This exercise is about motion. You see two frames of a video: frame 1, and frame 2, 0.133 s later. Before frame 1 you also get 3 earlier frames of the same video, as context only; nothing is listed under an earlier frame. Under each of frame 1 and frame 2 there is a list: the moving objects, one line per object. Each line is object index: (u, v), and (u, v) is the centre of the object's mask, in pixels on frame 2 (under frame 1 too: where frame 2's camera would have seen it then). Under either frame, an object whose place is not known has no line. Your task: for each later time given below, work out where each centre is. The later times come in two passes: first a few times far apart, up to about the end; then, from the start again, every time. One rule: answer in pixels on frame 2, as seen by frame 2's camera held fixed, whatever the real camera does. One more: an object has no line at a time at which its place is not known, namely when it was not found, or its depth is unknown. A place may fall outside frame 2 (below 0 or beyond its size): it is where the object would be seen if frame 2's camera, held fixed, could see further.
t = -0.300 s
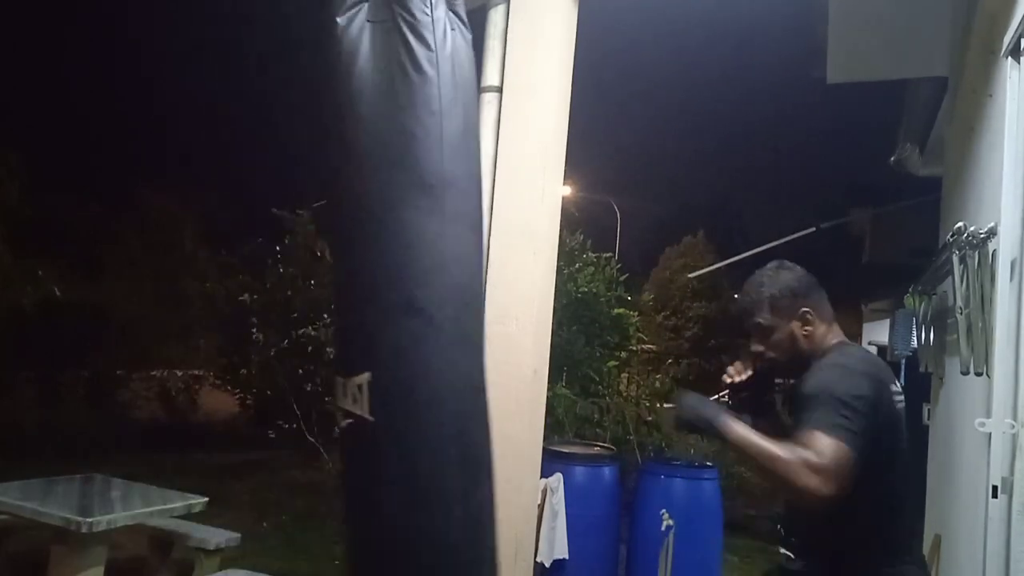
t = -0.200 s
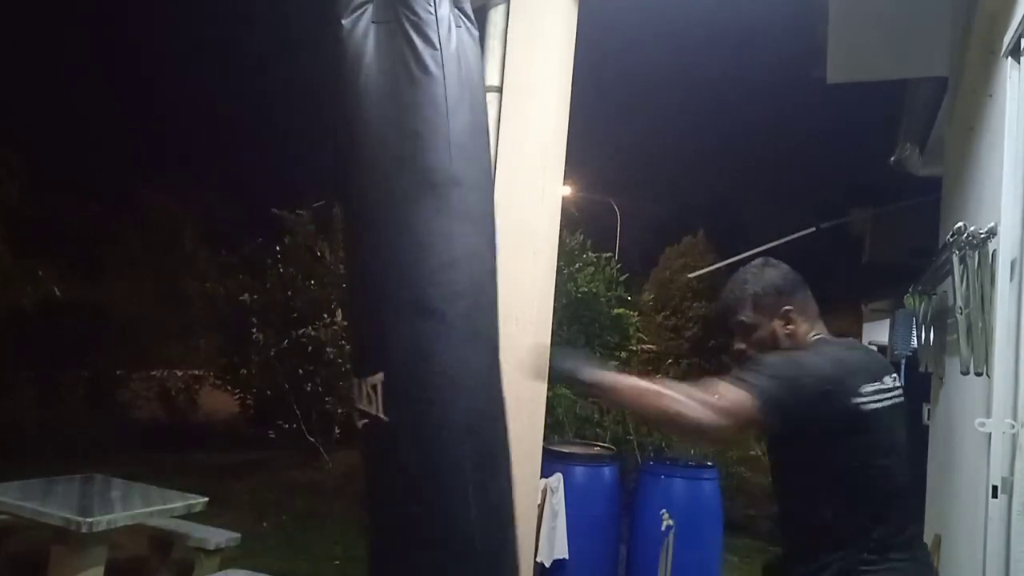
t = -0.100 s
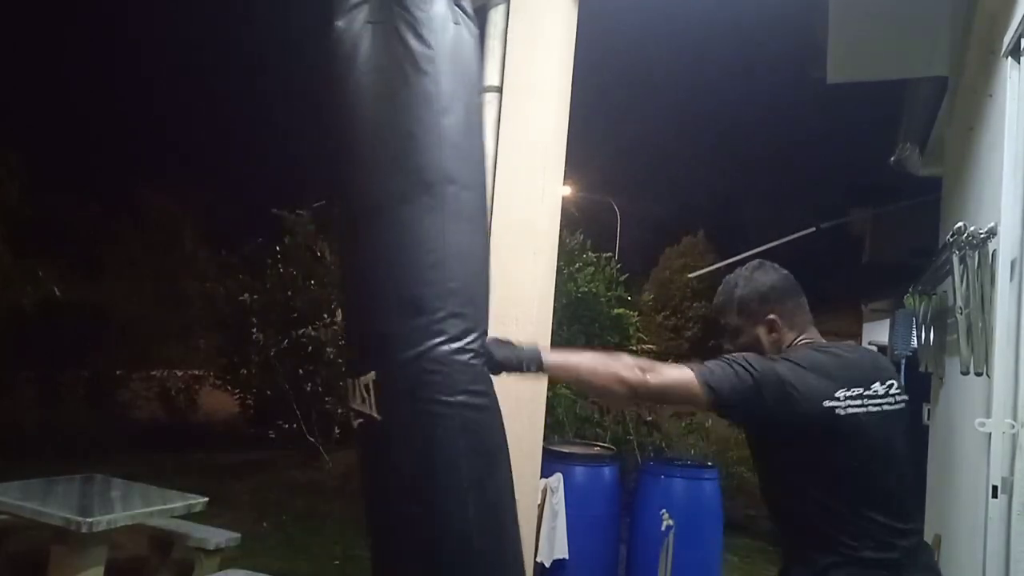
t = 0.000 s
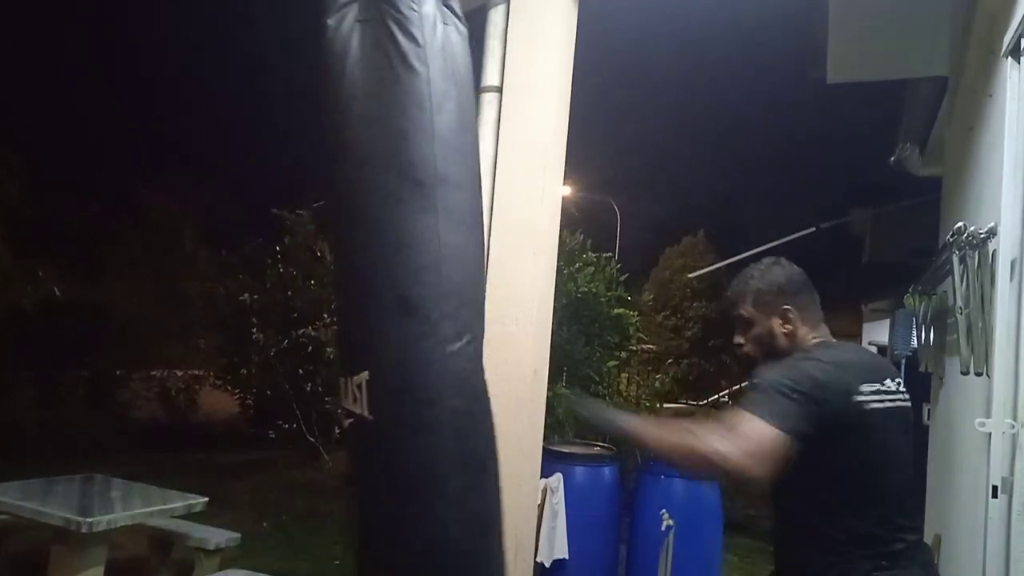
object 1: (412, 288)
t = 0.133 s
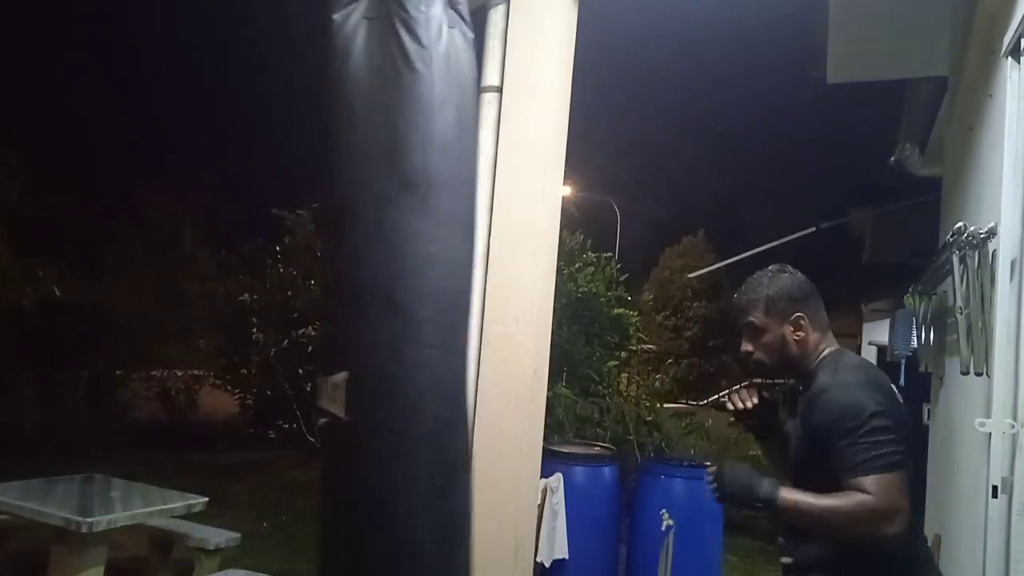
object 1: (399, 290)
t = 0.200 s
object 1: (383, 289)
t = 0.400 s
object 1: (341, 291)
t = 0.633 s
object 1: (286, 290)
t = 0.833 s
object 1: (251, 291)
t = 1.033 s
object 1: (241, 292)
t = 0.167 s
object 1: (390, 289)
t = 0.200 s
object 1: (383, 289)
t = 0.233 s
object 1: (375, 289)
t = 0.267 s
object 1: (370, 291)
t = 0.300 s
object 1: (364, 291)
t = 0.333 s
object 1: (358, 293)
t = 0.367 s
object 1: (350, 290)
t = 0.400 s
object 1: (341, 291)
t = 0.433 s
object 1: (331, 291)
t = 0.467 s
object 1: (324, 290)
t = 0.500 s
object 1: (316, 288)
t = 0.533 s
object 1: (310, 289)
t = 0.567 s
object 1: (301, 287)
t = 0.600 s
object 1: (294, 288)
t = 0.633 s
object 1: (286, 290)
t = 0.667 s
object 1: (280, 289)
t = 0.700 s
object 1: (272, 289)
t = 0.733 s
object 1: (266, 288)
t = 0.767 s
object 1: (262, 290)
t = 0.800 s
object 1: (255, 290)
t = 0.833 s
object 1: (251, 291)
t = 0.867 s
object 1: (248, 290)
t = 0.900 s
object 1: (245, 290)
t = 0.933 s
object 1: (244, 291)
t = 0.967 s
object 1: (242, 292)
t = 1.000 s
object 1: (241, 292)
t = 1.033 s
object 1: (241, 292)
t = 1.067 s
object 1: (242, 292)
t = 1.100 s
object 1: (245, 291)
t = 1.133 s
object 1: (248, 291)
